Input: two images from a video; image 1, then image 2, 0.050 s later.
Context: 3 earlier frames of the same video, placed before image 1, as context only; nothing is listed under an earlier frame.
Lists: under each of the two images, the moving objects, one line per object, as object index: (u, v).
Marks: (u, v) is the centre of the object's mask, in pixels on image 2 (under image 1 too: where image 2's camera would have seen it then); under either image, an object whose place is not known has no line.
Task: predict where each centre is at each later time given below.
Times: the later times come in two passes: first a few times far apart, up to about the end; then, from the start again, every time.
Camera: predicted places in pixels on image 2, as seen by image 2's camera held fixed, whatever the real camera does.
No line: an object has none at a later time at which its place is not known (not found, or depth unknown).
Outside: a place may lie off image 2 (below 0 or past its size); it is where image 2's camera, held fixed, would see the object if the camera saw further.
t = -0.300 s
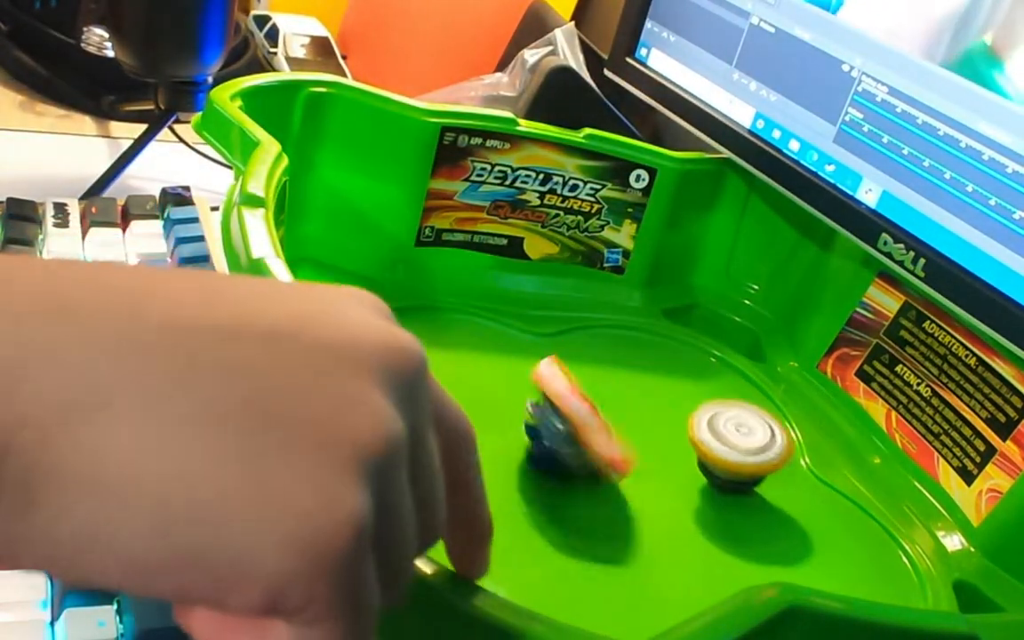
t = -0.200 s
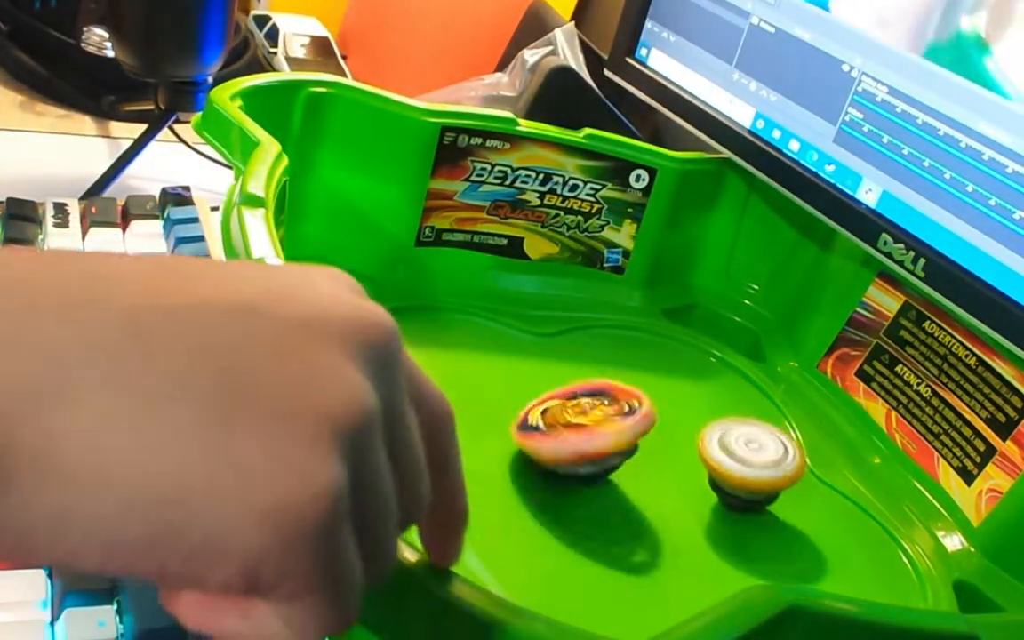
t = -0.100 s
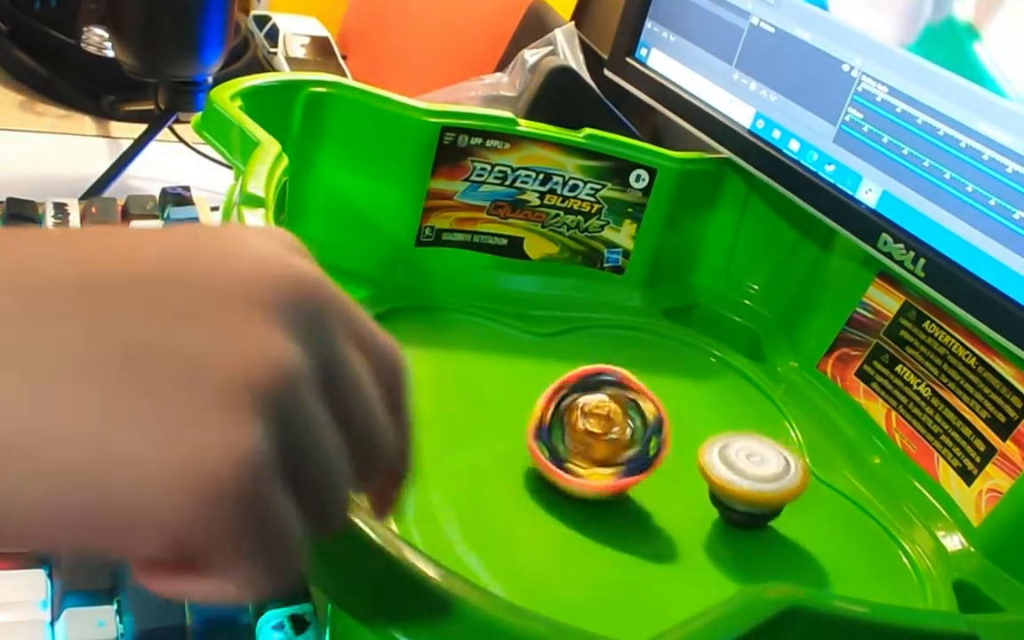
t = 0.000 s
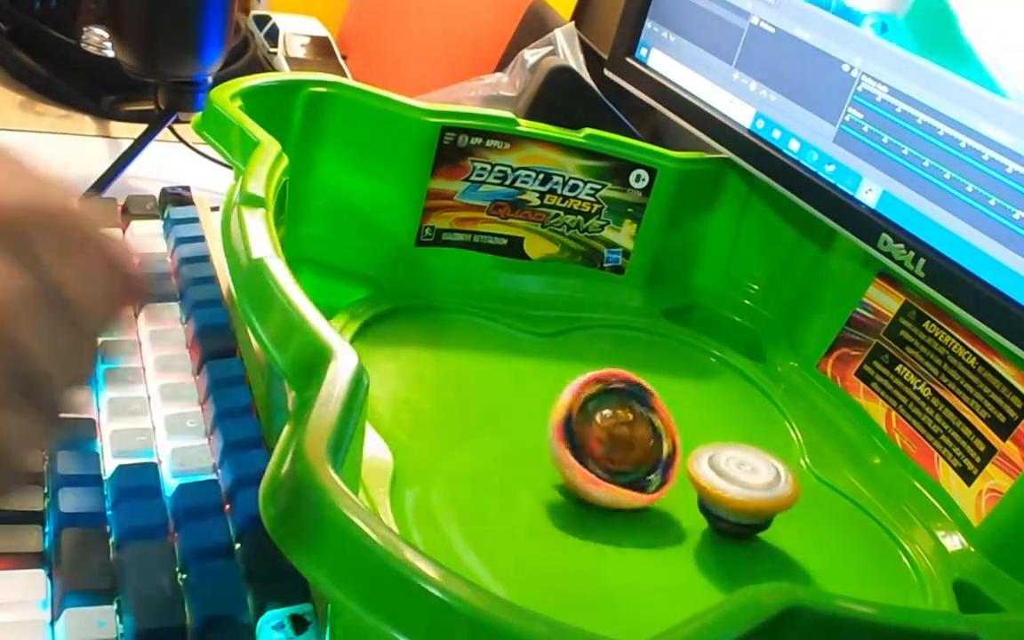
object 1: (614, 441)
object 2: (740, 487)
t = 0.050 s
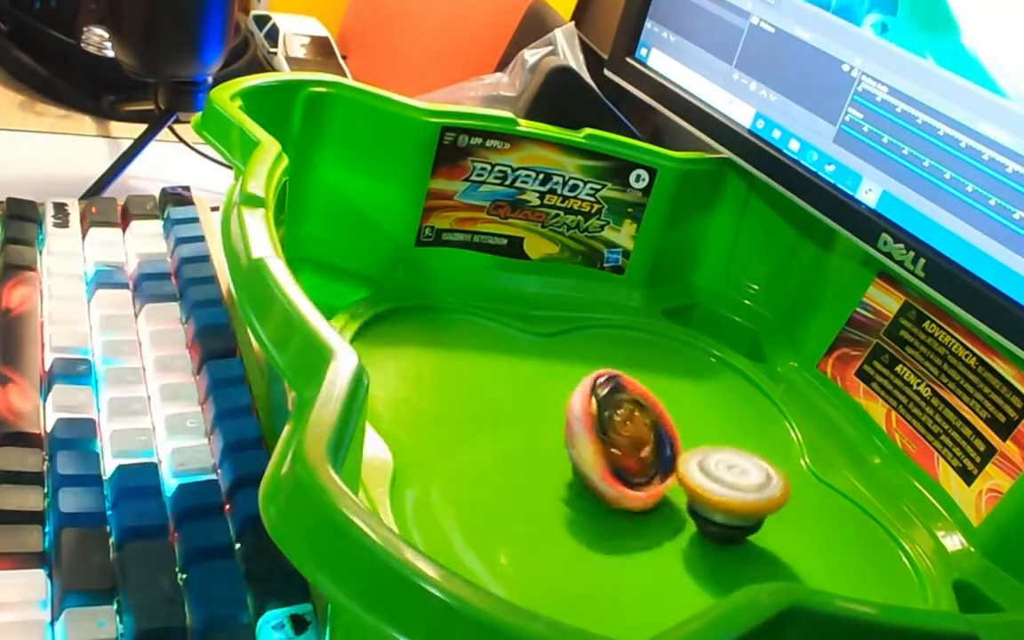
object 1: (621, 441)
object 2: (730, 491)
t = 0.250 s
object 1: (616, 369)
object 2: (728, 569)
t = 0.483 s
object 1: (617, 351)
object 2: (620, 543)
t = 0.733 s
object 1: (628, 394)
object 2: (502, 424)
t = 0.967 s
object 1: (664, 413)
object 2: (495, 328)
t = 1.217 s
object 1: (675, 429)
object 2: (581, 342)
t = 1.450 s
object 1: (723, 499)
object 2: (630, 329)
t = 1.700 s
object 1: (693, 487)
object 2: (687, 386)
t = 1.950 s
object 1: (579, 475)
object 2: (709, 438)
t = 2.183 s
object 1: (544, 466)
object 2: (679, 451)
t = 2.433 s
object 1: (564, 448)
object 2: (667, 432)
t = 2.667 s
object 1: (537, 445)
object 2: (748, 443)
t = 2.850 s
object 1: (580, 445)
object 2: (740, 468)
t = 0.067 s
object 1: (622, 441)
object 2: (727, 492)
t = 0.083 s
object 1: (622, 440)
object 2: (722, 492)
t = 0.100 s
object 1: (621, 440)
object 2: (718, 493)
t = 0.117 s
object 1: (617, 436)
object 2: (717, 498)
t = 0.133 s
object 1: (615, 426)
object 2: (720, 511)
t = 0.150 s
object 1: (616, 414)
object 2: (724, 526)
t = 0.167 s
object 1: (616, 397)
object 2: (726, 535)
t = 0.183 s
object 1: (615, 388)
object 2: (727, 545)
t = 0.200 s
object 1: (617, 382)
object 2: (730, 552)
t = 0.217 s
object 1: (618, 377)
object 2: (729, 558)
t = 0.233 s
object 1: (618, 374)
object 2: (729, 563)
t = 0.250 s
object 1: (616, 369)
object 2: (728, 569)
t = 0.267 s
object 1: (614, 364)
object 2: (727, 572)
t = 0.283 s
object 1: (611, 361)
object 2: (724, 573)
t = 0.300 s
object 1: (608, 358)
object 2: (716, 575)
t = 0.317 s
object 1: (608, 356)
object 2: (707, 576)
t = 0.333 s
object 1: (610, 354)
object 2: (700, 576)
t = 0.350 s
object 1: (611, 352)
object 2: (692, 574)
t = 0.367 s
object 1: (611, 352)
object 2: (684, 573)
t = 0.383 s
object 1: (612, 352)
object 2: (676, 573)
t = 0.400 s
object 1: (613, 351)
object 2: (668, 569)
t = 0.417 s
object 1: (613, 351)
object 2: (658, 568)
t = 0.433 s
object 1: (615, 351)
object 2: (649, 562)
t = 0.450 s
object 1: (616, 351)
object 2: (639, 556)
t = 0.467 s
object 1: (616, 351)
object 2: (629, 549)
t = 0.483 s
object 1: (617, 351)
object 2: (620, 543)
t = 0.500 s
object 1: (615, 351)
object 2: (611, 537)
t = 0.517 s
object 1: (613, 352)
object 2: (602, 529)
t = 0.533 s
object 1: (612, 354)
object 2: (592, 522)
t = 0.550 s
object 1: (611, 356)
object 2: (584, 515)
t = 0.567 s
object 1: (611, 357)
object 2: (574, 507)
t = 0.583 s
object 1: (611, 359)
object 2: (566, 500)
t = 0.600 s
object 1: (613, 362)
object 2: (558, 492)
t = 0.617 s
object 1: (614, 364)
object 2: (550, 484)
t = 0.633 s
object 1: (615, 369)
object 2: (542, 476)
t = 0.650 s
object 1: (617, 373)
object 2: (534, 468)
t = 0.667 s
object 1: (618, 377)
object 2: (527, 459)
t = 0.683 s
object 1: (620, 382)
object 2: (521, 450)
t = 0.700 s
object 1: (622, 386)
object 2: (514, 443)
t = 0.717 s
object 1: (626, 392)
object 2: (507, 434)
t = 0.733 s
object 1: (628, 394)
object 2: (502, 424)
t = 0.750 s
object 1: (633, 399)
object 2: (497, 417)
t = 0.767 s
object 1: (636, 401)
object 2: (493, 409)
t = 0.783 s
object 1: (639, 404)
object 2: (489, 400)
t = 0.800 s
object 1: (642, 407)
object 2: (487, 392)
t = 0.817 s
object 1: (646, 411)
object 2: (484, 385)
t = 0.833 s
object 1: (649, 414)
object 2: (482, 377)
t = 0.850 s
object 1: (652, 416)
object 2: (482, 370)
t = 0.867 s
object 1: (654, 417)
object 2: (482, 363)
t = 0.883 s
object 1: (658, 418)
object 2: (482, 356)
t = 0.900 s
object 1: (661, 415)
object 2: (484, 350)
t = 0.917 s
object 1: (662, 415)
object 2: (486, 344)
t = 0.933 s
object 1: (664, 414)
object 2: (488, 338)
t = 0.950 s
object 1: (664, 413)
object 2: (491, 333)
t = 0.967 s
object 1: (664, 413)
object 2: (495, 328)
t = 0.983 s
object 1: (665, 413)
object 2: (499, 324)
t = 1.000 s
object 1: (666, 413)
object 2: (503, 319)
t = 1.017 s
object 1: (667, 414)
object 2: (509, 316)
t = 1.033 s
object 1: (668, 415)
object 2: (515, 313)
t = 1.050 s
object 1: (670, 417)
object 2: (519, 310)
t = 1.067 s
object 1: (671, 418)
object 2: (526, 307)
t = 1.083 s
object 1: (673, 419)
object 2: (532, 305)
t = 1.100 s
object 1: (676, 420)
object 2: (536, 305)
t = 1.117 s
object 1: (677, 421)
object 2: (543, 309)
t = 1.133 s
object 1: (678, 422)
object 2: (547, 313)
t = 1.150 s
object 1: (679, 423)
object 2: (552, 321)
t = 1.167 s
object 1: (677, 423)
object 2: (559, 325)
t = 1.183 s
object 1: (676, 425)
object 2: (565, 329)
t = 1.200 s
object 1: (676, 428)
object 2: (574, 338)
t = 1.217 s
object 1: (675, 429)
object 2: (581, 342)
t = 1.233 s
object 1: (675, 431)
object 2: (589, 348)
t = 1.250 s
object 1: (677, 433)
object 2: (598, 355)
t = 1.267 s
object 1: (681, 438)
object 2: (601, 351)
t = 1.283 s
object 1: (688, 446)
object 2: (604, 349)
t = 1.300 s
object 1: (694, 450)
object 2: (605, 348)
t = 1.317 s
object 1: (701, 455)
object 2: (607, 337)
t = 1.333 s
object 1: (708, 461)
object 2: (610, 336)
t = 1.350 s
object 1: (712, 470)
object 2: (613, 337)
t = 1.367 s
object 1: (715, 480)
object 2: (614, 333)
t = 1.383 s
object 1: (717, 489)
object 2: (616, 328)
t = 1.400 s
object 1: (718, 495)
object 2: (620, 328)
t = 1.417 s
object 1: (722, 498)
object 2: (623, 328)
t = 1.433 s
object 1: (723, 499)
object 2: (626, 328)
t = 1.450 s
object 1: (723, 499)
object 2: (630, 329)
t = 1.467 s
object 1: (724, 499)
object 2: (635, 330)
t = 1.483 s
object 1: (726, 500)
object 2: (641, 333)
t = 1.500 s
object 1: (725, 499)
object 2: (646, 335)
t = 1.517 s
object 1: (723, 499)
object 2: (651, 339)
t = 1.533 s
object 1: (722, 499)
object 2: (656, 343)
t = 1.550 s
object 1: (720, 496)
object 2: (660, 346)
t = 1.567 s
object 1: (716, 494)
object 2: (664, 350)
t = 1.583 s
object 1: (713, 492)
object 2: (668, 355)
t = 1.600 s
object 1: (711, 492)
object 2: (673, 359)
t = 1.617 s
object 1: (710, 491)
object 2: (676, 364)
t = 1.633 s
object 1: (707, 491)
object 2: (679, 369)
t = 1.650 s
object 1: (704, 490)
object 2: (682, 374)
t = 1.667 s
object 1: (701, 488)
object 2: (684, 378)
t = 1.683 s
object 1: (697, 487)
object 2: (687, 383)
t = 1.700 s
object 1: (693, 487)
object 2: (687, 386)
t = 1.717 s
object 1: (689, 488)
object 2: (691, 389)
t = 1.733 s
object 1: (685, 487)
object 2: (692, 394)
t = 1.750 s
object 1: (682, 486)
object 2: (694, 396)
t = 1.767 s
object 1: (678, 484)
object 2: (696, 402)
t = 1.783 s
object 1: (674, 483)
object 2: (698, 405)
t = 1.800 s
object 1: (668, 485)
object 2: (698, 409)
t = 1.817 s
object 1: (663, 485)
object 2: (703, 415)
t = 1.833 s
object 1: (653, 482)
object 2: (705, 422)
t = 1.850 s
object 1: (641, 483)
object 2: (708, 426)
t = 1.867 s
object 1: (630, 484)
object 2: (708, 427)
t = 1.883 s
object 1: (620, 483)
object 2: (707, 431)
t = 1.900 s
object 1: (609, 480)
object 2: (706, 435)
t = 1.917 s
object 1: (598, 477)
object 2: (708, 437)
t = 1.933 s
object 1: (588, 476)
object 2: (709, 438)
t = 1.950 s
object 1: (579, 475)
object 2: (709, 438)
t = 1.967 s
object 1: (571, 473)
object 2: (708, 439)
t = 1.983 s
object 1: (566, 472)
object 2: (707, 440)
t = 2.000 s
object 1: (560, 471)
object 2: (706, 442)
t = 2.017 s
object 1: (554, 469)
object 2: (705, 444)
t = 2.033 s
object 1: (549, 469)
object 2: (705, 445)
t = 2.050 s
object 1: (547, 470)
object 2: (704, 446)
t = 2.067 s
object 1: (545, 469)
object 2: (702, 447)
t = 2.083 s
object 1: (544, 469)
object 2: (701, 448)
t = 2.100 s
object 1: (544, 470)
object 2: (698, 449)
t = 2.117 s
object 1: (542, 470)
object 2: (695, 450)
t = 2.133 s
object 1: (541, 470)
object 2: (692, 450)
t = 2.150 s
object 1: (540, 470)
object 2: (687, 451)
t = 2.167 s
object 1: (542, 469)
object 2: (683, 451)
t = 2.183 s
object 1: (544, 466)
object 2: (679, 451)
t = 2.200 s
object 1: (546, 465)
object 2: (675, 451)
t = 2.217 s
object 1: (547, 464)
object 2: (670, 451)
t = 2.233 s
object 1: (549, 463)
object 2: (666, 450)
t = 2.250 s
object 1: (551, 464)
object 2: (662, 448)
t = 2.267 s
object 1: (554, 467)
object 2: (657, 445)
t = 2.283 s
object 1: (556, 468)
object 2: (652, 445)
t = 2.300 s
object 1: (558, 461)
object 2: (654, 444)
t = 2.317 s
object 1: (560, 453)
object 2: (658, 439)
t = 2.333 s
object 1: (561, 450)
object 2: (657, 442)
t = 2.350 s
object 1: (565, 449)
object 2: (659, 438)
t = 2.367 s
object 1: (567, 448)
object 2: (661, 434)
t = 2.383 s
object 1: (567, 449)
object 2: (664, 434)
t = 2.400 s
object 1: (567, 450)
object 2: (665, 434)
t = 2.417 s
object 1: (568, 449)
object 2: (665, 433)
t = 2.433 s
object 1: (564, 448)
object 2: (667, 432)
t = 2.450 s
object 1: (558, 448)
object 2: (674, 434)
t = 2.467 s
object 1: (553, 446)
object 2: (681, 435)
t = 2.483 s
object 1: (548, 443)
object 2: (689, 435)
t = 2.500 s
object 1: (545, 442)
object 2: (696, 433)
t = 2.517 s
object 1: (542, 441)
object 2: (702, 429)
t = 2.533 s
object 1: (539, 441)
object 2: (710, 427)
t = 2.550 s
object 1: (538, 440)
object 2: (717, 426)
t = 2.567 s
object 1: (538, 440)
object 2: (723, 427)
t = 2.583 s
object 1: (538, 440)
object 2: (729, 429)
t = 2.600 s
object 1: (538, 439)
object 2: (736, 432)
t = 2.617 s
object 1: (538, 440)
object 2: (740, 434)
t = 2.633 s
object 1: (537, 442)
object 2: (744, 439)
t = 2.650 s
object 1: (537, 443)
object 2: (746, 442)
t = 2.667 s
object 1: (537, 445)
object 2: (748, 443)
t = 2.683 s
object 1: (537, 445)
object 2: (750, 443)
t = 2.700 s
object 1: (540, 445)
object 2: (753, 445)
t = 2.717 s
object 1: (543, 443)
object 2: (755, 448)
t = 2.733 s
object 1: (549, 437)
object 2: (756, 450)
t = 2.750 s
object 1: (553, 436)
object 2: (756, 453)
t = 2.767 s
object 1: (555, 436)
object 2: (756, 456)
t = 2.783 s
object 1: (559, 438)
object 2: (754, 460)
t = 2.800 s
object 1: (563, 439)
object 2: (751, 462)
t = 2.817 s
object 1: (569, 442)
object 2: (748, 464)
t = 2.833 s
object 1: (575, 444)
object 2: (744, 467)
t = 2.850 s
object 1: (580, 445)
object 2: (740, 468)
